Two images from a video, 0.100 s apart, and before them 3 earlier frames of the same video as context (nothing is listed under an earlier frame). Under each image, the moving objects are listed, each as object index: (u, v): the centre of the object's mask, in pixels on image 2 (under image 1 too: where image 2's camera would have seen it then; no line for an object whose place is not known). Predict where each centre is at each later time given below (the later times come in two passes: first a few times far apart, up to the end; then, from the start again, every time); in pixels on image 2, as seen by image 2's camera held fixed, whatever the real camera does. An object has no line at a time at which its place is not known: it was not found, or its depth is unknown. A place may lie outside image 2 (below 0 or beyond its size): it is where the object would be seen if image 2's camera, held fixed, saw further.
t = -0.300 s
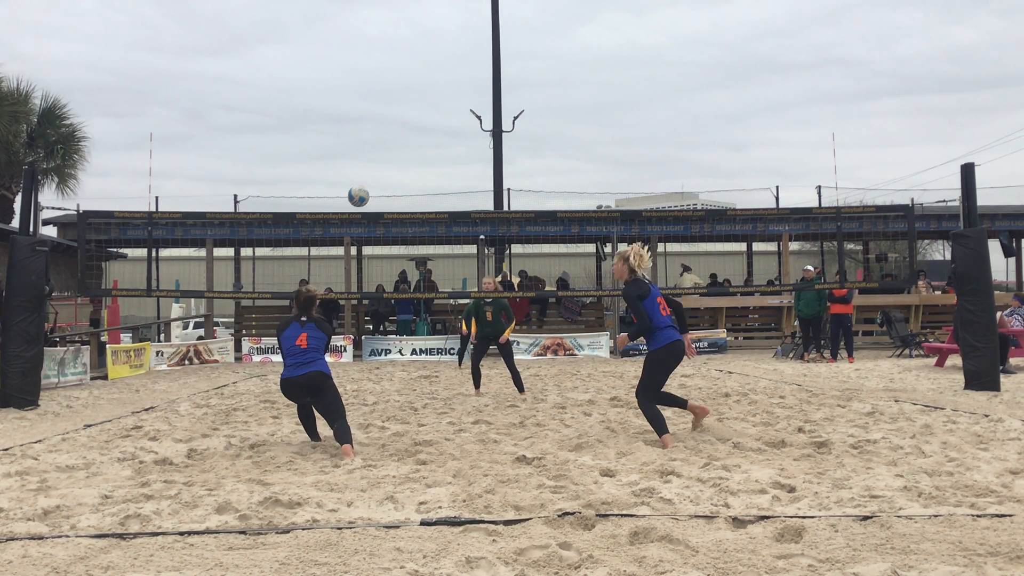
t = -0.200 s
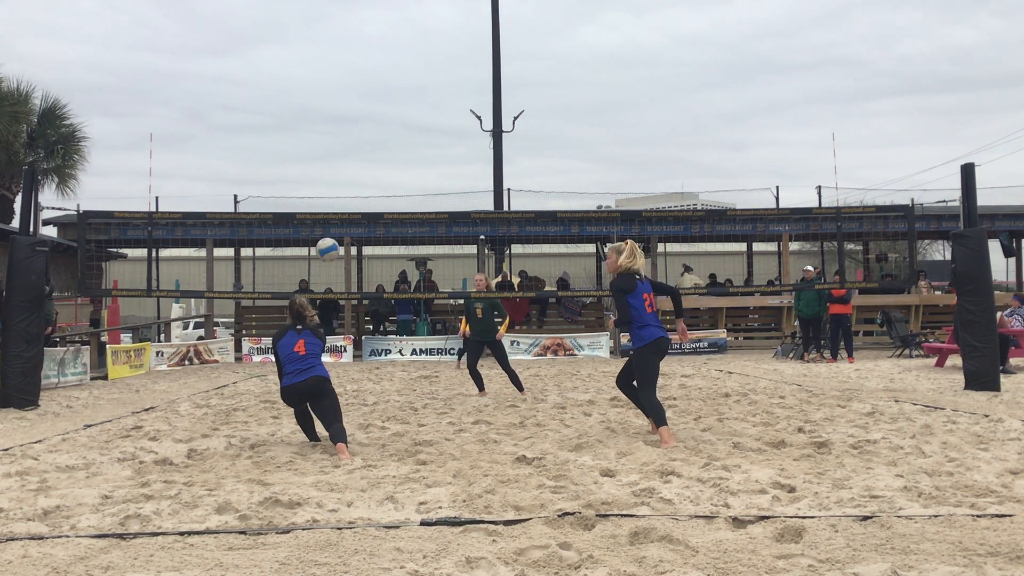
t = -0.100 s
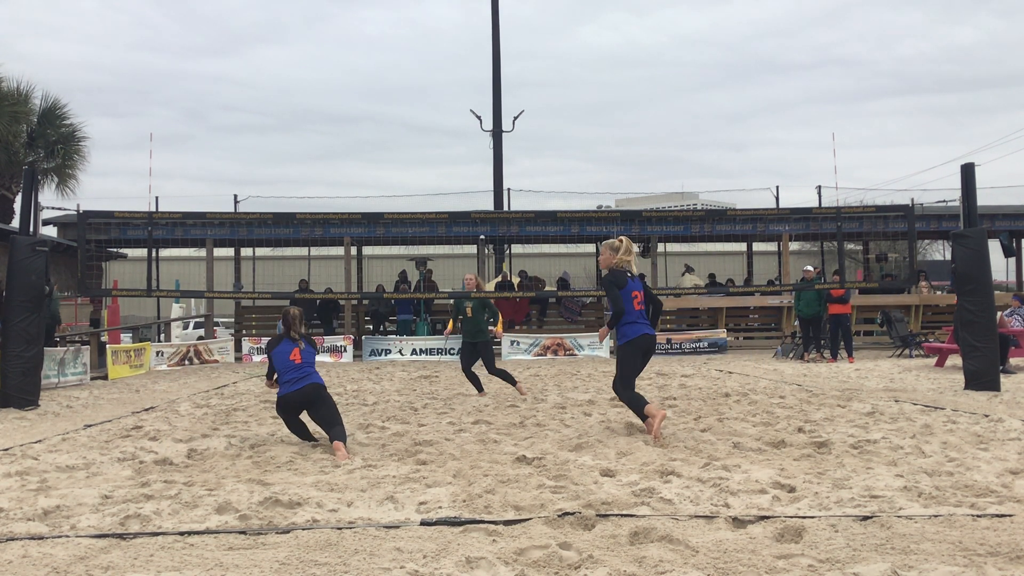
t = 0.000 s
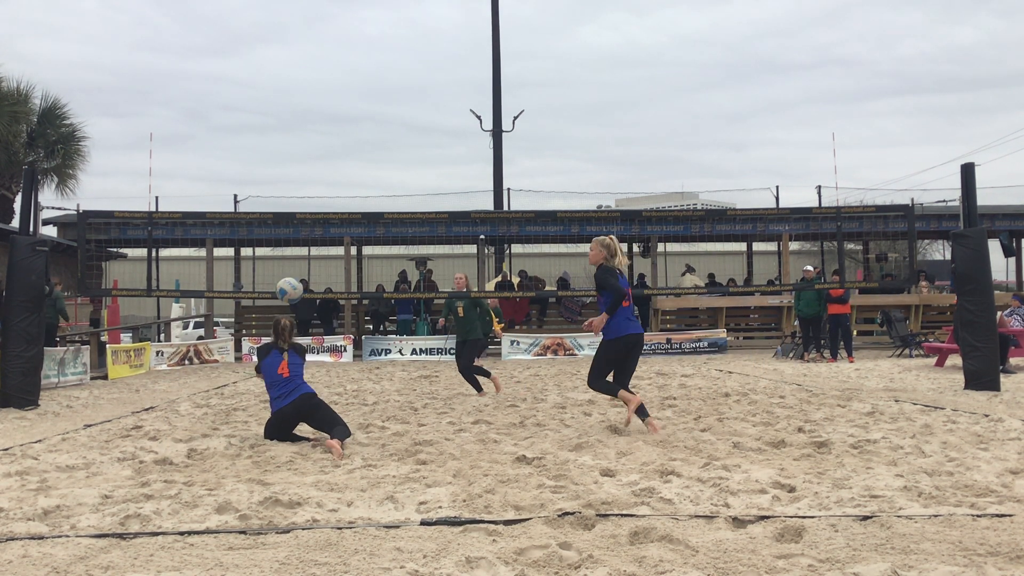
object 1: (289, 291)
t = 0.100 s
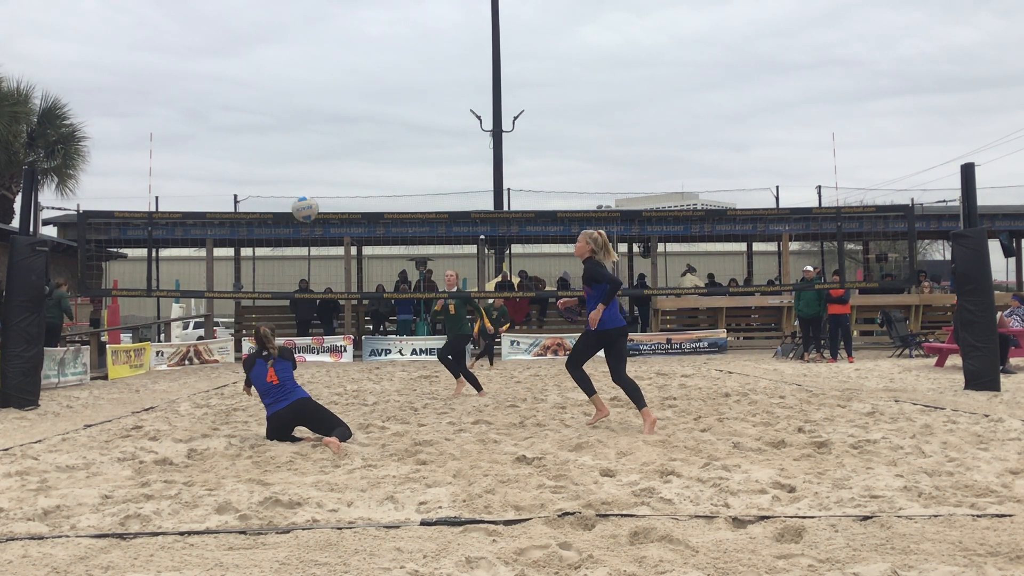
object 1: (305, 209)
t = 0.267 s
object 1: (330, 107)
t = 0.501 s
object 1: (364, 27)
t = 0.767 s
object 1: (402, 10)
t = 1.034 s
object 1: (437, 63)
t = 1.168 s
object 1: (454, 111)
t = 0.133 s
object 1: (310, 186)
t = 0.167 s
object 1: (315, 164)
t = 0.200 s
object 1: (320, 144)
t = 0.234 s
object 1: (325, 126)
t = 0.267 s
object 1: (330, 107)
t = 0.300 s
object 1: (335, 92)
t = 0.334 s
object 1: (340, 78)
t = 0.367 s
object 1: (345, 65)
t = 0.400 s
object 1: (350, 53)
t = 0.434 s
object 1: (355, 43)
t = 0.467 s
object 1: (360, 34)
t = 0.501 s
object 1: (364, 27)
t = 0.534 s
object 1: (369, 20)
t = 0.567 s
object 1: (374, 16)
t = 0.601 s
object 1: (379, 11)
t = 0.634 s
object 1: (384, 10)
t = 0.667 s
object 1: (389, 9)
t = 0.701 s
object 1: (393, 9)
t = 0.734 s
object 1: (398, 9)
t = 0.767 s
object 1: (402, 10)
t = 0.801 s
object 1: (407, 13)
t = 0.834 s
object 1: (411, 18)
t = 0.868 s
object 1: (416, 23)
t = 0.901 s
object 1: (420, 29)
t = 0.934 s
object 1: (425, 36)
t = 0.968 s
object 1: (429, 44)
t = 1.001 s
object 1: (433, 53)
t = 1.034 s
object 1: (437, 63)
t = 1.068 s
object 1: (442, 74)
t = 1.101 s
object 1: (446, 85)
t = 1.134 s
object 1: (450, 98)
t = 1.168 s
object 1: (454, 111)
